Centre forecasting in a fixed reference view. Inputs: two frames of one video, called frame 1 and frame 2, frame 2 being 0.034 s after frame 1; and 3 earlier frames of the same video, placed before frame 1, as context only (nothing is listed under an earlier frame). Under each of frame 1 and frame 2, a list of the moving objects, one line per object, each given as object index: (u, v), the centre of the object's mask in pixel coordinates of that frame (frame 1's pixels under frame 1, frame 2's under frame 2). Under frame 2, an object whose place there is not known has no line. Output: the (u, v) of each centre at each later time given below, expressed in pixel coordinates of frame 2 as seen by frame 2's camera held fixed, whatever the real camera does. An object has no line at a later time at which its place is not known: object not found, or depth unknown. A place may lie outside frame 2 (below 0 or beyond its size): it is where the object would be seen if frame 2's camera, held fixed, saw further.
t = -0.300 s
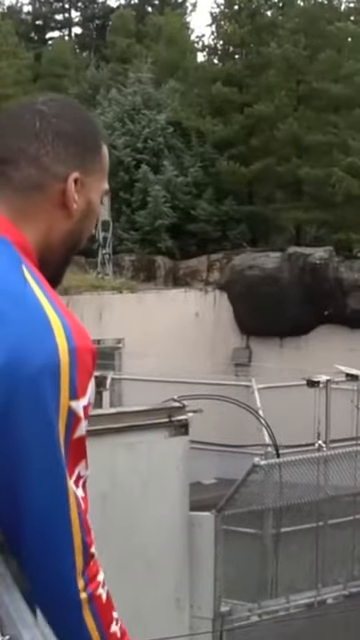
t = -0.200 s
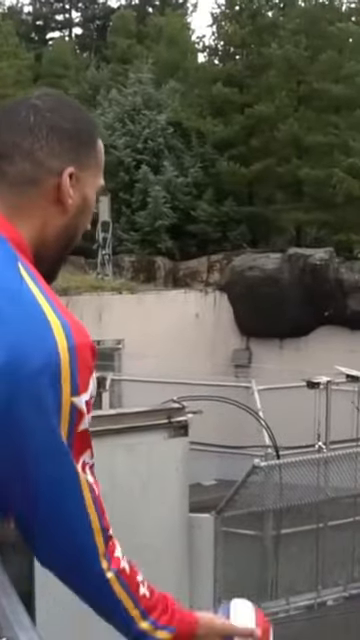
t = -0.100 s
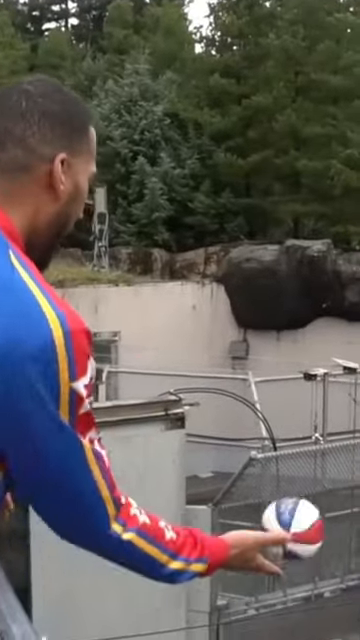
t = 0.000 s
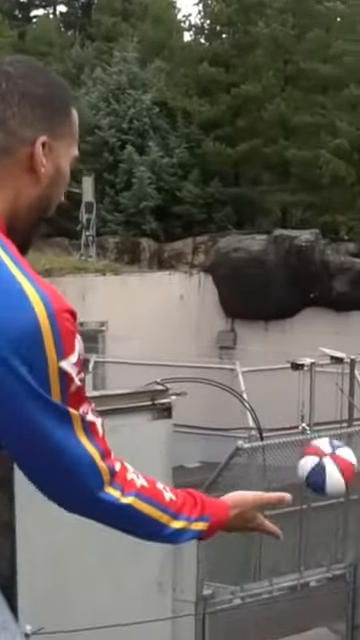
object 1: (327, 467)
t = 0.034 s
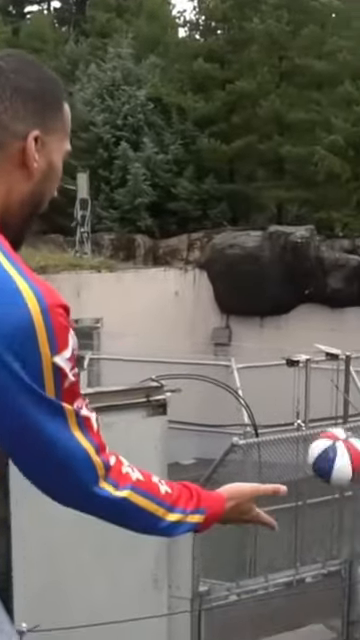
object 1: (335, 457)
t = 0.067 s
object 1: (346, 455)
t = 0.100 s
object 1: (358, 458)
